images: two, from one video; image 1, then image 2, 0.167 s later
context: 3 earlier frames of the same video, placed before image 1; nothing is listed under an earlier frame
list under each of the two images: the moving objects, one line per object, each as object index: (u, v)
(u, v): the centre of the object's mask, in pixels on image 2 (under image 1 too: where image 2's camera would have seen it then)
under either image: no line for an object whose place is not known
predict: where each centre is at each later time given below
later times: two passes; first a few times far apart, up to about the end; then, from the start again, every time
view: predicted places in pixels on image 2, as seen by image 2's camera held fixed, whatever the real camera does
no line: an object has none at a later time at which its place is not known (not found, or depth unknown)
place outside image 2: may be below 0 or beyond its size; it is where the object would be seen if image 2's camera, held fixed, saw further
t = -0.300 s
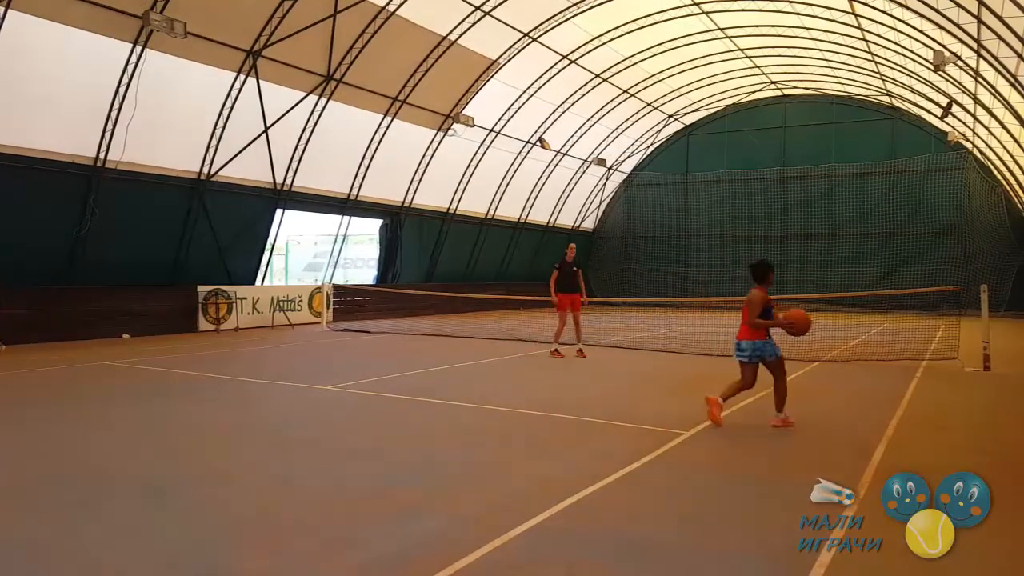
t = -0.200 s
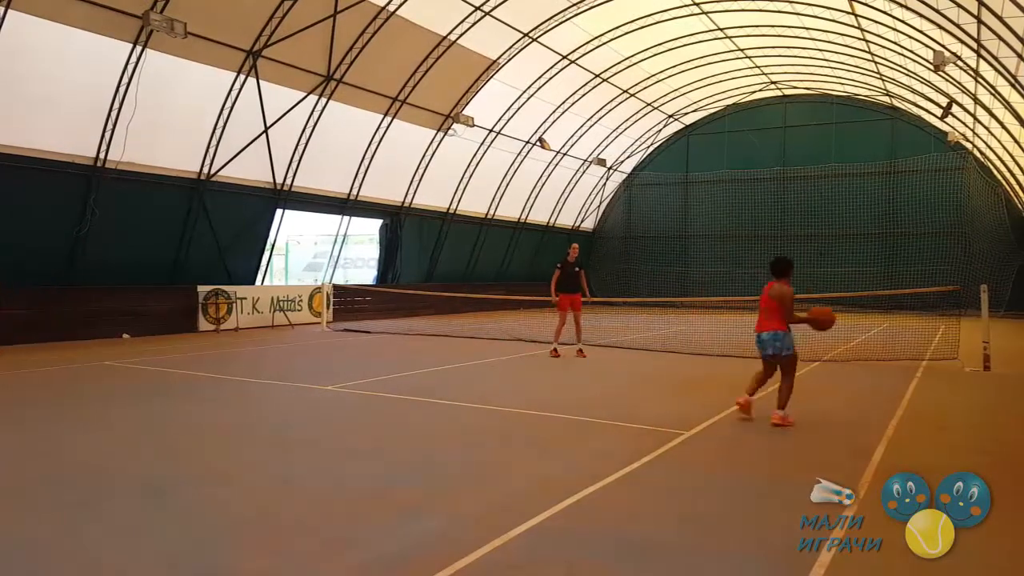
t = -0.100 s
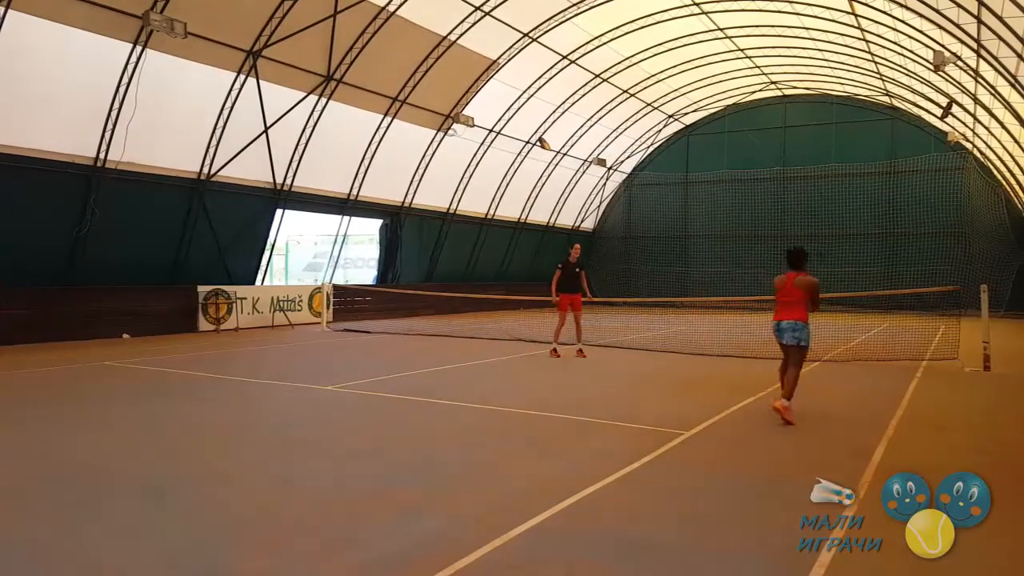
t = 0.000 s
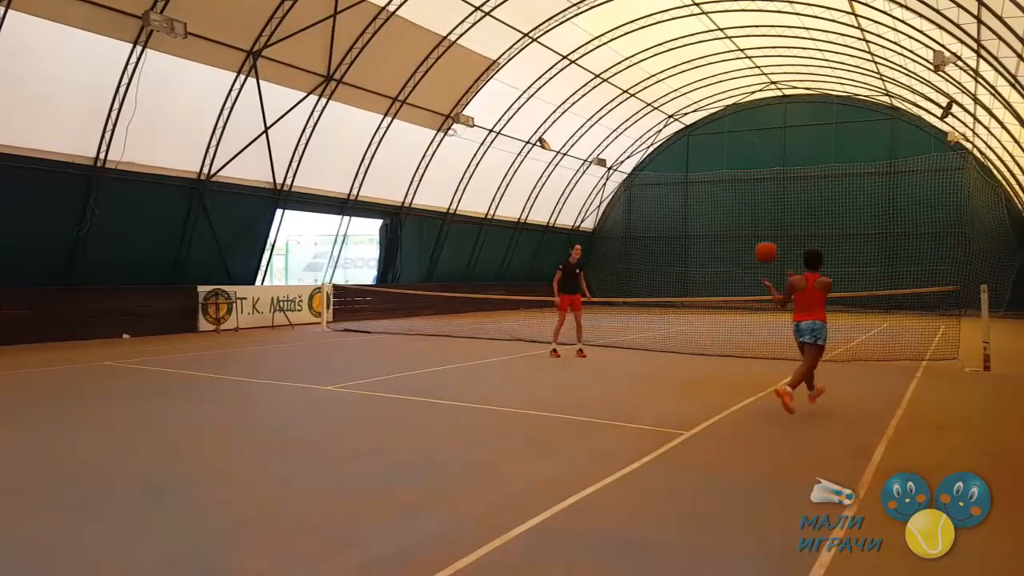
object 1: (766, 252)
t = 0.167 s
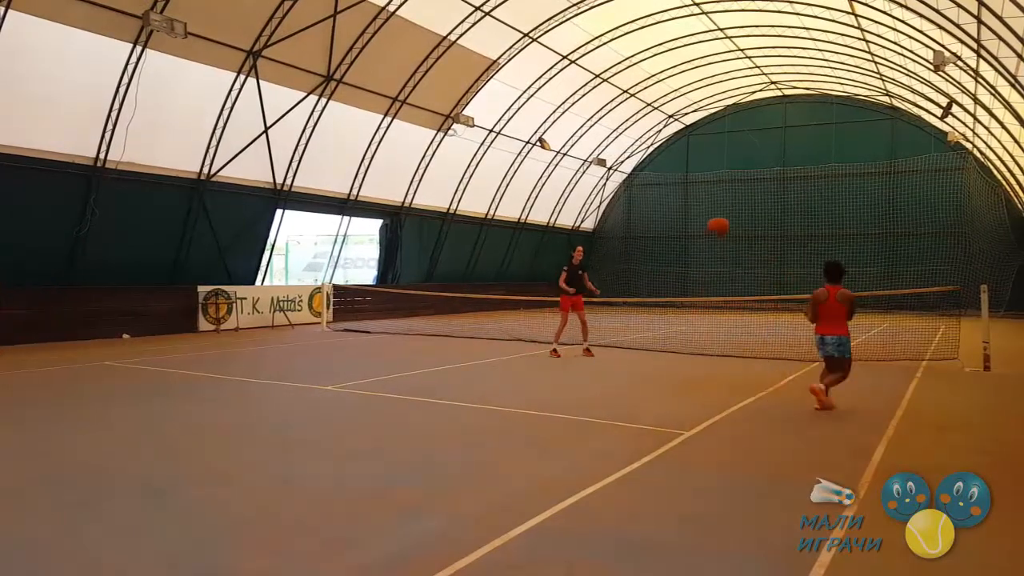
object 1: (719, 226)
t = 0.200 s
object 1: (710, 225)
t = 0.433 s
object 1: (659, 237)
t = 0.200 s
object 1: (710, 225)
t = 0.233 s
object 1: (701, 225)
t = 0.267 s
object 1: (694, 225)
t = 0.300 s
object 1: (686, 226)
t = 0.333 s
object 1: (679, 228)
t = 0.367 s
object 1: (673, 229)
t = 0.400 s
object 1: (666, 233)
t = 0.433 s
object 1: (659, 237)
